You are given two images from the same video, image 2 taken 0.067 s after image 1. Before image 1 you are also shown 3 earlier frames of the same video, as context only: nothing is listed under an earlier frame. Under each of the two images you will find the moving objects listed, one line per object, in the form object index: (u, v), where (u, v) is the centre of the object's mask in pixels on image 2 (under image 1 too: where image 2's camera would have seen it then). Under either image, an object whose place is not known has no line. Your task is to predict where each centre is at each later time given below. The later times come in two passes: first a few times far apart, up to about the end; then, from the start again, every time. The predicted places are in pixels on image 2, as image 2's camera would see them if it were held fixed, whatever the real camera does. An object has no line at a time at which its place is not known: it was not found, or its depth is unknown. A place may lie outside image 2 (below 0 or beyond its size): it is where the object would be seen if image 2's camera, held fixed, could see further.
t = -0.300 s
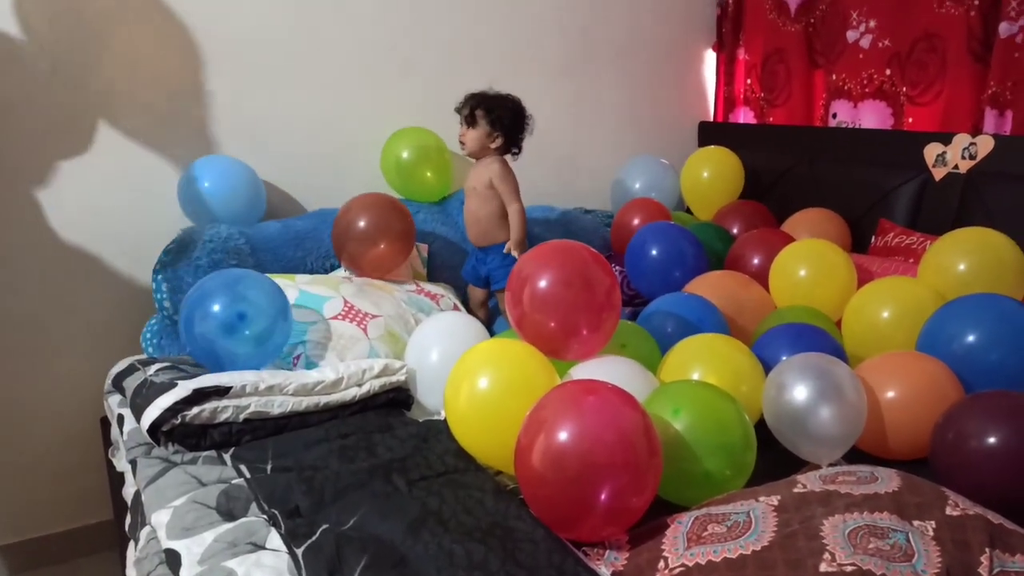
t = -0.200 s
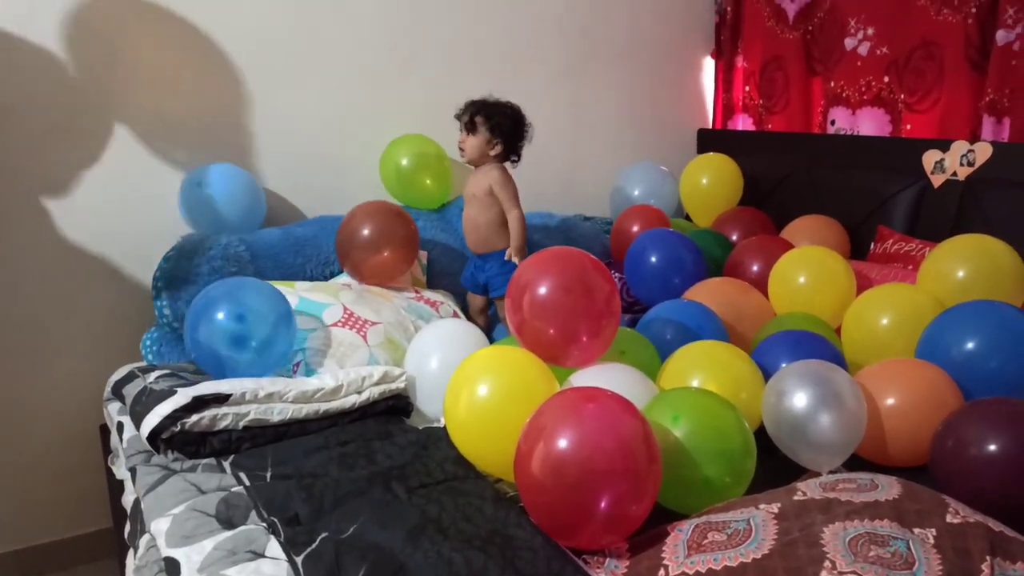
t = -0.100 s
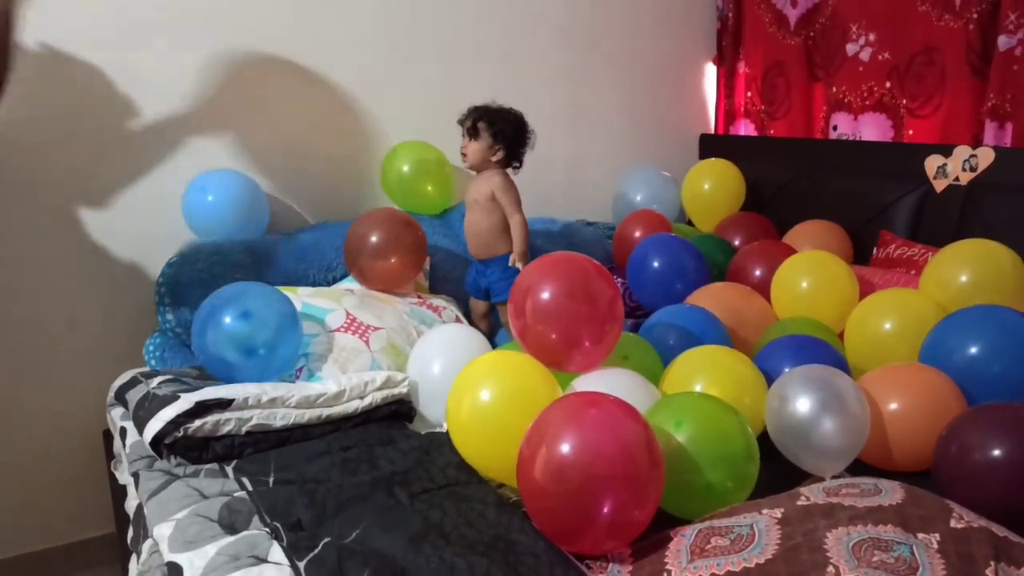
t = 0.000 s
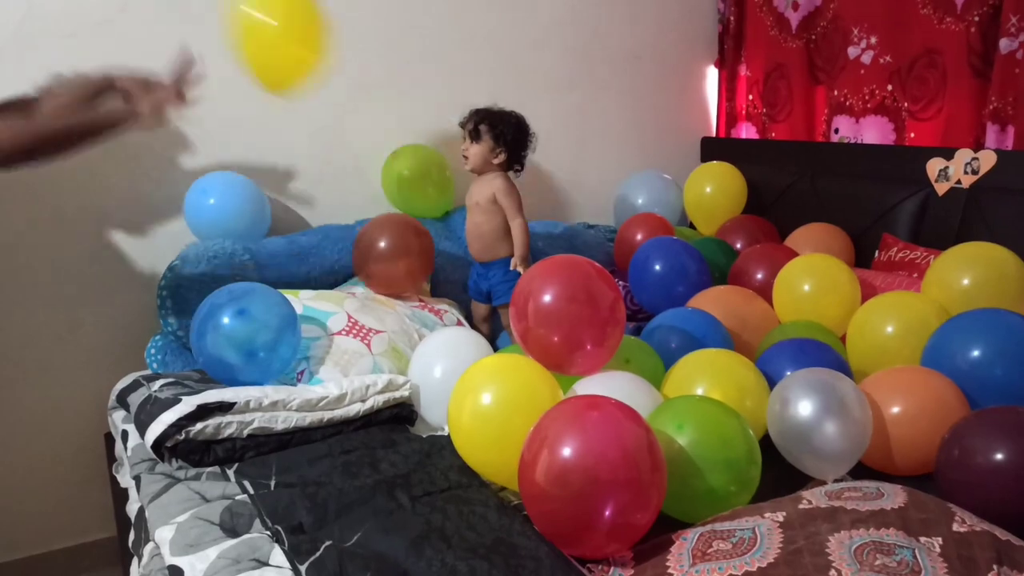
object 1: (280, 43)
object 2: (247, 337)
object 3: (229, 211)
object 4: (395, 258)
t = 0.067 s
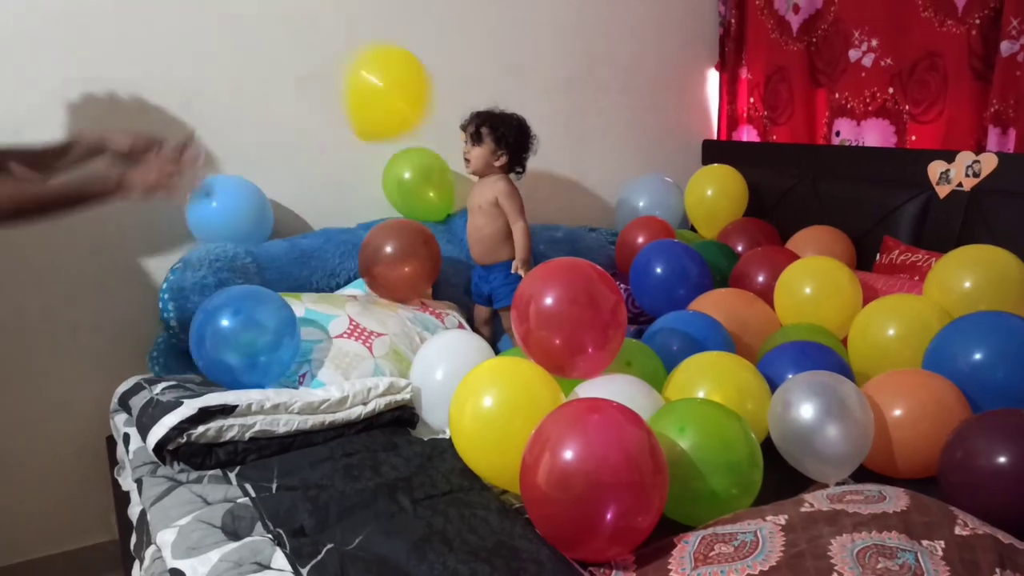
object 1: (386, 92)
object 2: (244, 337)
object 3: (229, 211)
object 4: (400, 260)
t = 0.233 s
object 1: (355, 131)
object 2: (239, 338)
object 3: (229, 211)
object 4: (413, 264)
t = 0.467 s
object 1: (254, 141)
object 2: (233, 338)
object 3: (227, 213)
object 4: (430, 268)
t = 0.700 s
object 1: (231, 142)
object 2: (225, 338)
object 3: (206, 217)
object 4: (441, 273)
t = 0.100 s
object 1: (419, 115)
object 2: (243, 338)
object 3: (230, 211)
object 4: (402, 261)
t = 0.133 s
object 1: (415, 126)
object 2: (243, 338)
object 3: (229, 211)
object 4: (404, 261)
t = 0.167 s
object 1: (392, 130)
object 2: (242, 338)
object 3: (229, 210)
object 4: (407, 262)
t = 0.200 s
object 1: (373, 131)
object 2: (240, 338)
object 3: (229, 211)
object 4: (410, 263)
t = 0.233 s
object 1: (355, 131)
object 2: (239, 338)
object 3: (229, 211)
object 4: (413, 264)
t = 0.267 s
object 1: (338, 132)
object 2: (238, 338)
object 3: (229, 211)
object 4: (415, 265)
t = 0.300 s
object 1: (322, 133)
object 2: (237, 338)
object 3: (229, 211)
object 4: (418, 266)
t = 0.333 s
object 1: (306, 135)
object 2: (237, 338)
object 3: (229, 211)
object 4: (421, 266)
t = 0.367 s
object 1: (290, 137)
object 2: (235, 338)
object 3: (229, 211)
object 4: (423, 267)
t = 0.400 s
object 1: (276, 140)
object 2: (234, 338)
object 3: (229, 211)
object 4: (426, 267)
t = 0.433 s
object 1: (261, 142)
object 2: (233, 338)
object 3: (229, 211)
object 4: (428, 267)
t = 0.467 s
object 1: (254, 141)
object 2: (233, 338)
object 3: (227, 213)
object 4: (430, 268)
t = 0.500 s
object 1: (251, 139)
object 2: (232, 338)
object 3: (223, 213)
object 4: (433, 269)
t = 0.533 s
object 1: (247, 138)
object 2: (231, 338)
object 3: (220, 212)
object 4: (436, 269)
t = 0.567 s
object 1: (244, 137)
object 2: (229, 338)
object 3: (217, 213)
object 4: (438, 270)
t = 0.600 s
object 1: (240, 138)
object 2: (229, 338)
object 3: (214, 214)
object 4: (440, 271)
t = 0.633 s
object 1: (237, 138)
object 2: (228, 338)
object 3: (211, 214)
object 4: (442, 272)
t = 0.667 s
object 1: (233, 140)
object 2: (227, 338)
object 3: (209, 215)
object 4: (442, 273)
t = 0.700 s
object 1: (231, 142)
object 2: (225, 338)
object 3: (206, 217)
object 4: (441, 273)
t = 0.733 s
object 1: (228, 145)
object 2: (225, 338)
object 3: (203, 218)
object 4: (440, 273)
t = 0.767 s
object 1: (227, 149)
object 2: (224, 338)
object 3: (202, 220)
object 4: (440, 272)
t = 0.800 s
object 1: (225, 154)
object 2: (223, 338)
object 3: (199, 222)
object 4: (440, 272)
